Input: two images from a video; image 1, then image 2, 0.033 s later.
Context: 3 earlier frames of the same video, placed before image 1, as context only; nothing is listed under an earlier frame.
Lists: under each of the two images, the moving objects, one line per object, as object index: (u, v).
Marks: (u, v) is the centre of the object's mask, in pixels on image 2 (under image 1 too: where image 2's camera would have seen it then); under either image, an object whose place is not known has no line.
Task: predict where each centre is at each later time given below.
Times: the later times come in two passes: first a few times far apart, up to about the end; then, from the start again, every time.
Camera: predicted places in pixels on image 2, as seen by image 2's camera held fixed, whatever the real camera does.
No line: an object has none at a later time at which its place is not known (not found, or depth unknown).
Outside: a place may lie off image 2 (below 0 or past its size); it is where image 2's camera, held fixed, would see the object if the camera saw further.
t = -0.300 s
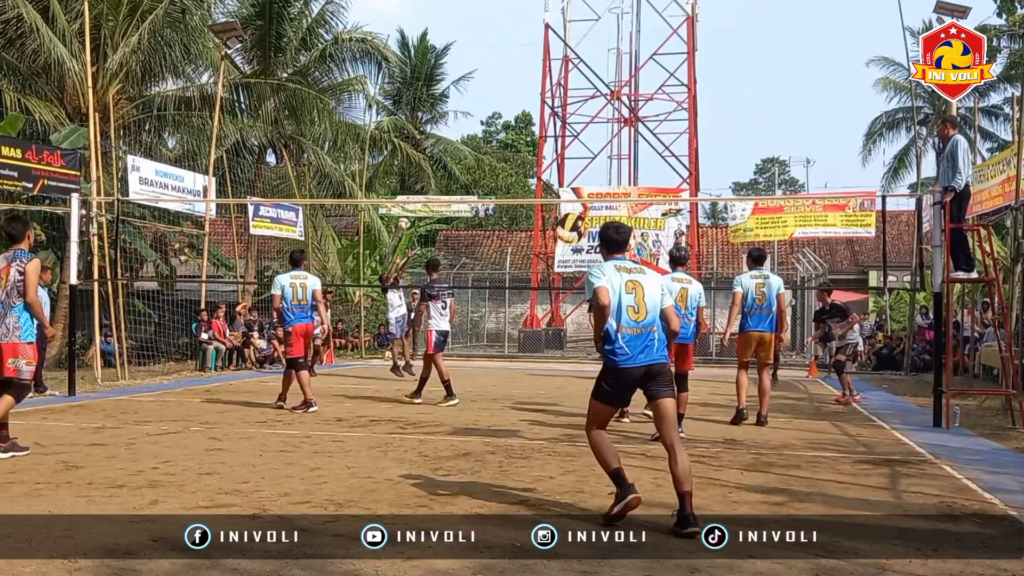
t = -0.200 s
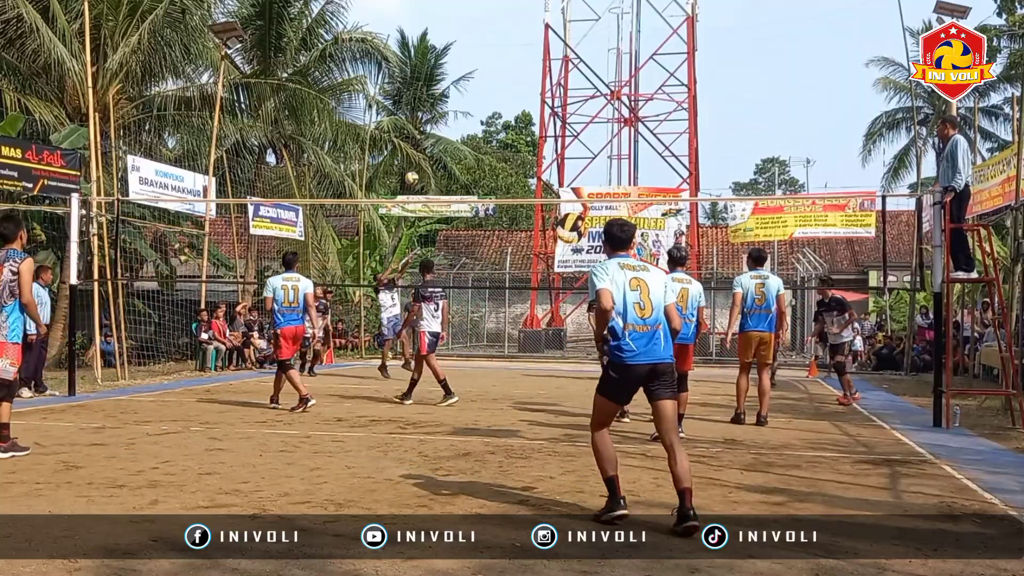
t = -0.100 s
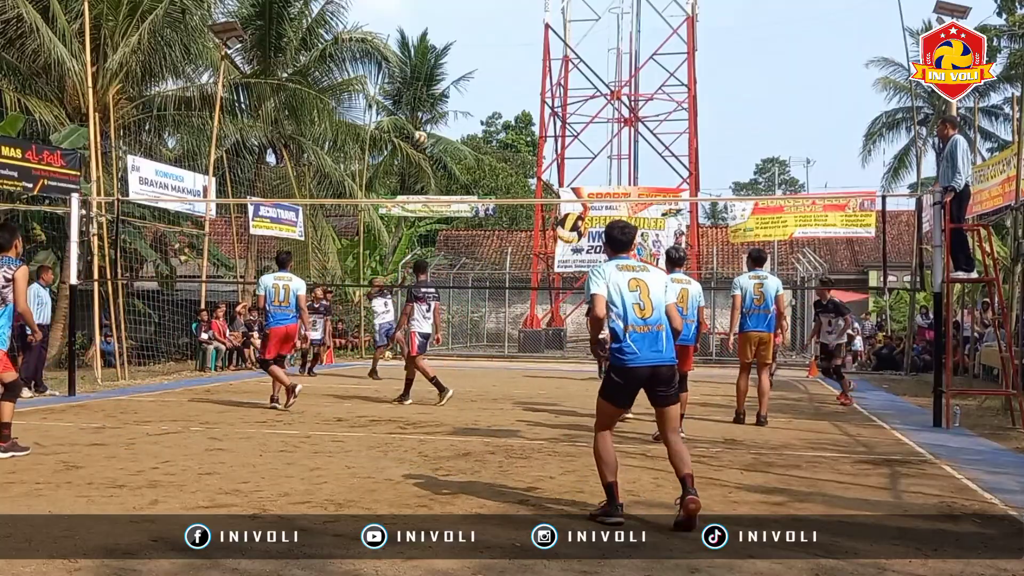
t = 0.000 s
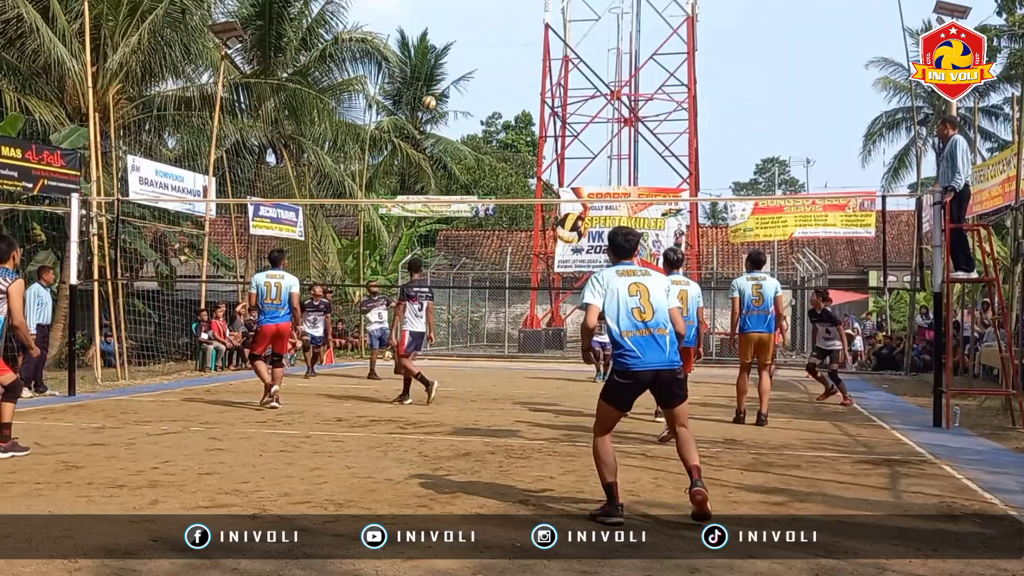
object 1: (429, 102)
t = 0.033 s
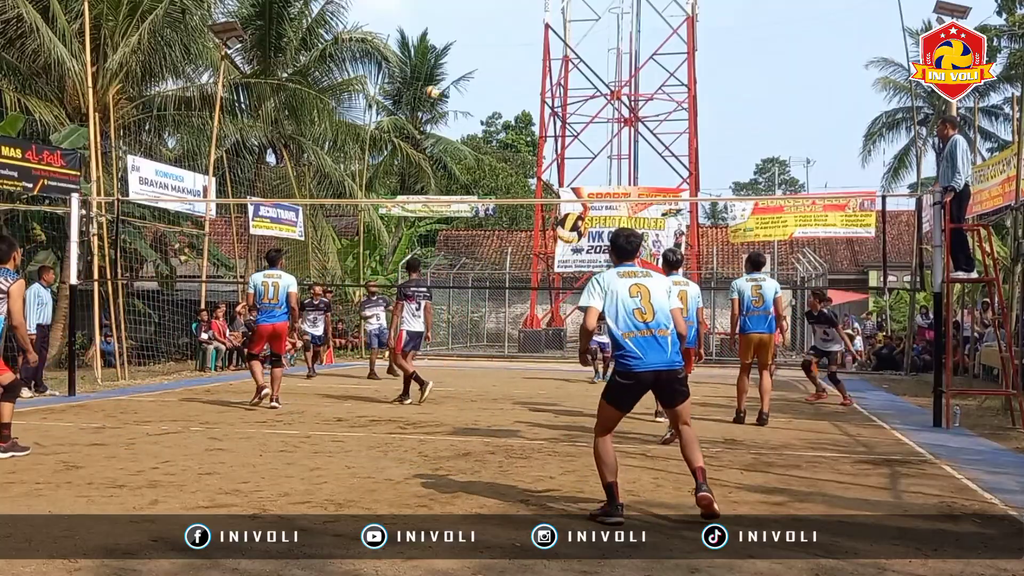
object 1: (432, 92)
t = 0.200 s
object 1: (446, 50)
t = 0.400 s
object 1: (462, 22)
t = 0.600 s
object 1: (479, 19)
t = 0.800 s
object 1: (496, 45)
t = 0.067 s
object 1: (435, 83)
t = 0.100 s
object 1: (438, 72)
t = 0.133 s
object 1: (441, 65)
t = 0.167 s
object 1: (443, 57)
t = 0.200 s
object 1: (446, 50)
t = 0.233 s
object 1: (448, 44)
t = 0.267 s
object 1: (451, 38)
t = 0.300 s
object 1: (454, 33)
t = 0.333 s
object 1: (457, 29)
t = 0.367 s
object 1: (459, 25)
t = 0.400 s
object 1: (462, 22)
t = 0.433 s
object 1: (465, 19)
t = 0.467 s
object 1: (468, 18)
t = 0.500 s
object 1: (471, 17)
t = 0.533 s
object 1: (473, 17)
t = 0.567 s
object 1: (476, 17)
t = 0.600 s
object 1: (479, 19)
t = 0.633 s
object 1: (482, 21)
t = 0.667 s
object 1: (485, 24)
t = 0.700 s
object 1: (488, 29)
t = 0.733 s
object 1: (491, 33)
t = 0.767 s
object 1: (494, 38)
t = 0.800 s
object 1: (496, 45)
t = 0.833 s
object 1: (500, 52)
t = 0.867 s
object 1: (503, 60)
